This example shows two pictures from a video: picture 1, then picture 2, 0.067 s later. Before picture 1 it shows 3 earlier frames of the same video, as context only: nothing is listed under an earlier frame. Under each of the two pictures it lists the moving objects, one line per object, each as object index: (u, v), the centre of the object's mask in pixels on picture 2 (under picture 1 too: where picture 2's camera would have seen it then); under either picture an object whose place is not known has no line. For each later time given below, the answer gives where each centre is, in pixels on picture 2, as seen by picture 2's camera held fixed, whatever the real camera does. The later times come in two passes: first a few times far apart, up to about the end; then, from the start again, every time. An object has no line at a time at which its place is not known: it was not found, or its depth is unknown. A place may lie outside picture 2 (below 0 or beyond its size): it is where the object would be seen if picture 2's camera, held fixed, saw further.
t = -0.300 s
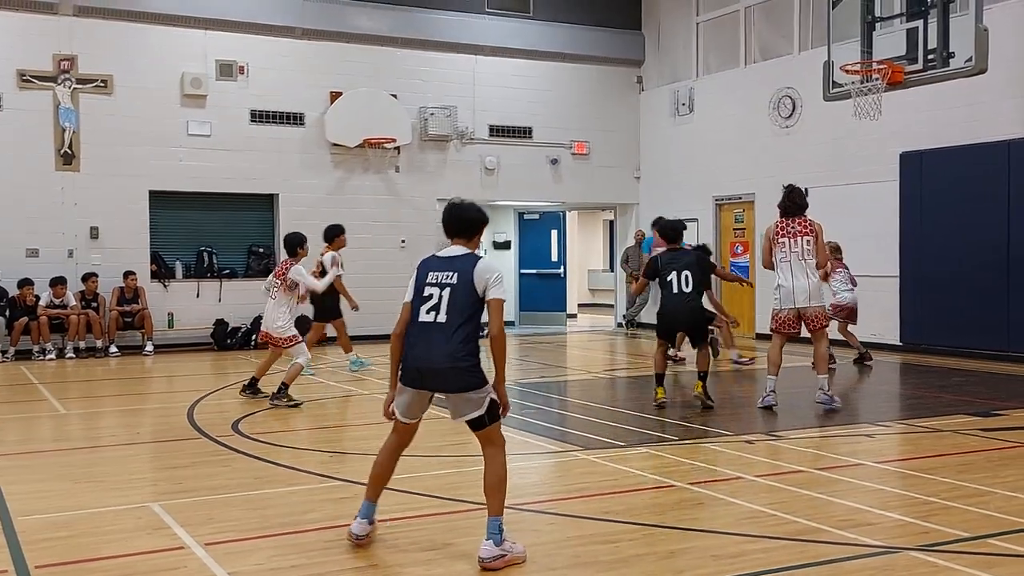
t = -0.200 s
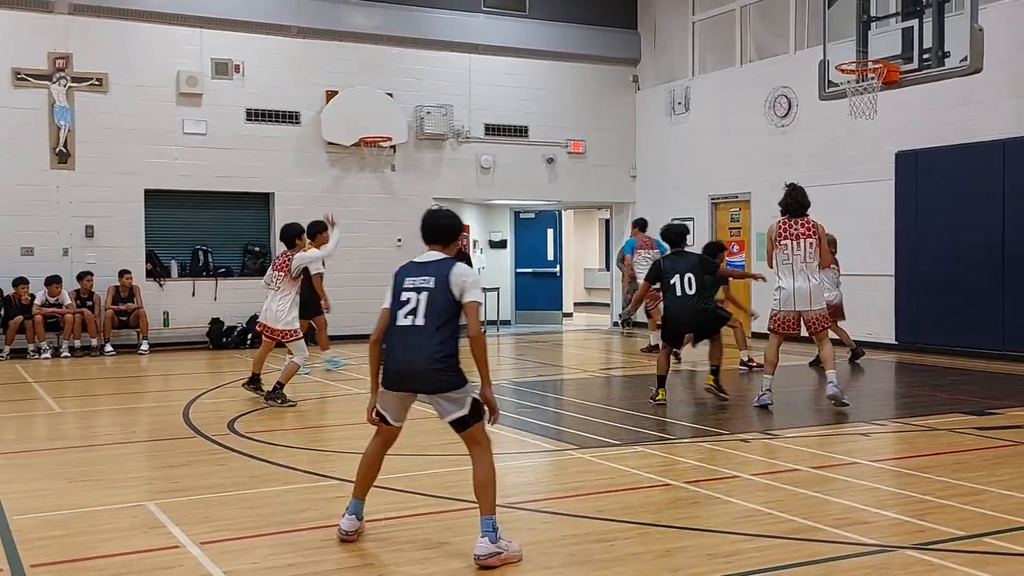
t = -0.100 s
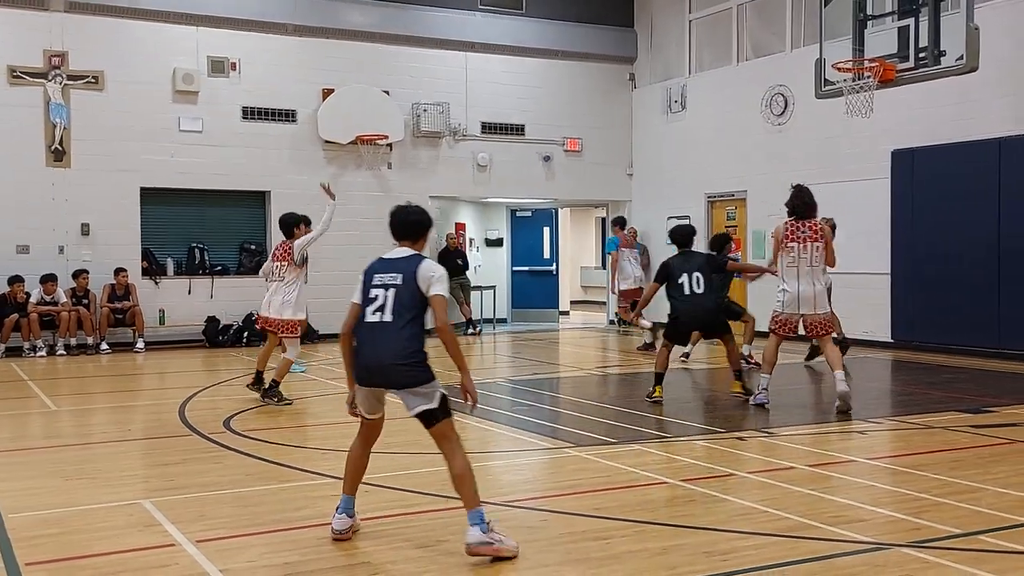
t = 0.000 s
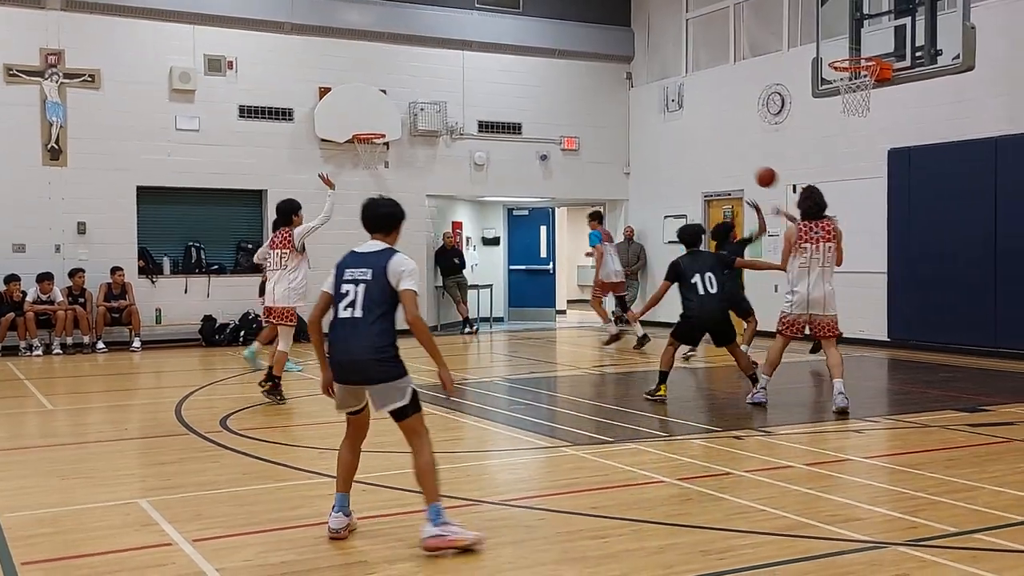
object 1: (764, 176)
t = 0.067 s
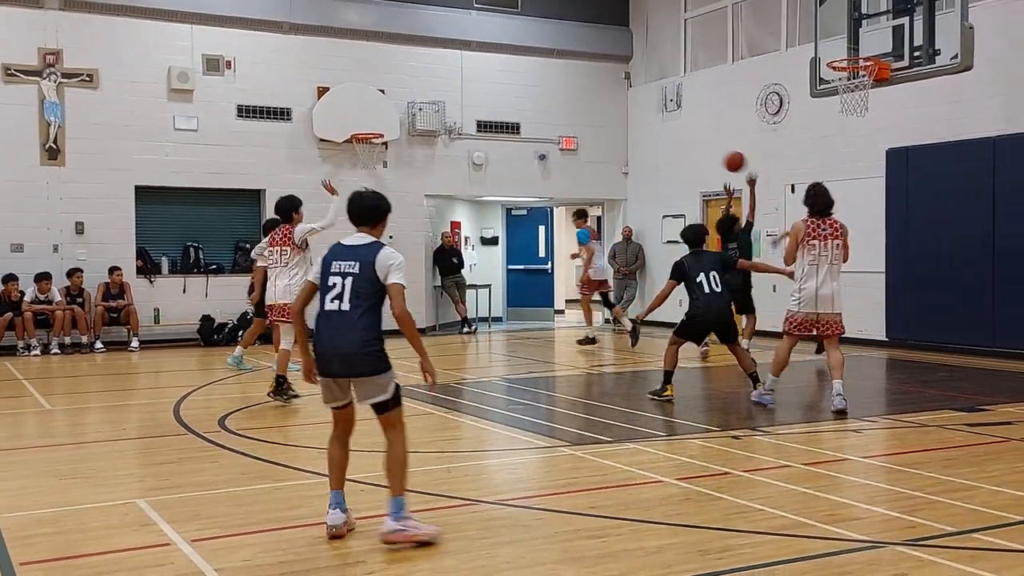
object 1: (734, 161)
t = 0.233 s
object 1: (651, 136)
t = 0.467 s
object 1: (508, 142)
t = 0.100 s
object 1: (718, 155)
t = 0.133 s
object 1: (702, 149)
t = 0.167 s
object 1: (685, 144)
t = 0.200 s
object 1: (668, 140)
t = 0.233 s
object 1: (651, 136)
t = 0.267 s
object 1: (632, 134)
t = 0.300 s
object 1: (613, 133)
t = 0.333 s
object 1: (593, 133)
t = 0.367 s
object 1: (574, 133)
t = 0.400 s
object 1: (552, 135)
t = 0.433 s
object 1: (530, 138)
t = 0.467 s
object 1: (508, 142)
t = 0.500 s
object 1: (485, 149)
